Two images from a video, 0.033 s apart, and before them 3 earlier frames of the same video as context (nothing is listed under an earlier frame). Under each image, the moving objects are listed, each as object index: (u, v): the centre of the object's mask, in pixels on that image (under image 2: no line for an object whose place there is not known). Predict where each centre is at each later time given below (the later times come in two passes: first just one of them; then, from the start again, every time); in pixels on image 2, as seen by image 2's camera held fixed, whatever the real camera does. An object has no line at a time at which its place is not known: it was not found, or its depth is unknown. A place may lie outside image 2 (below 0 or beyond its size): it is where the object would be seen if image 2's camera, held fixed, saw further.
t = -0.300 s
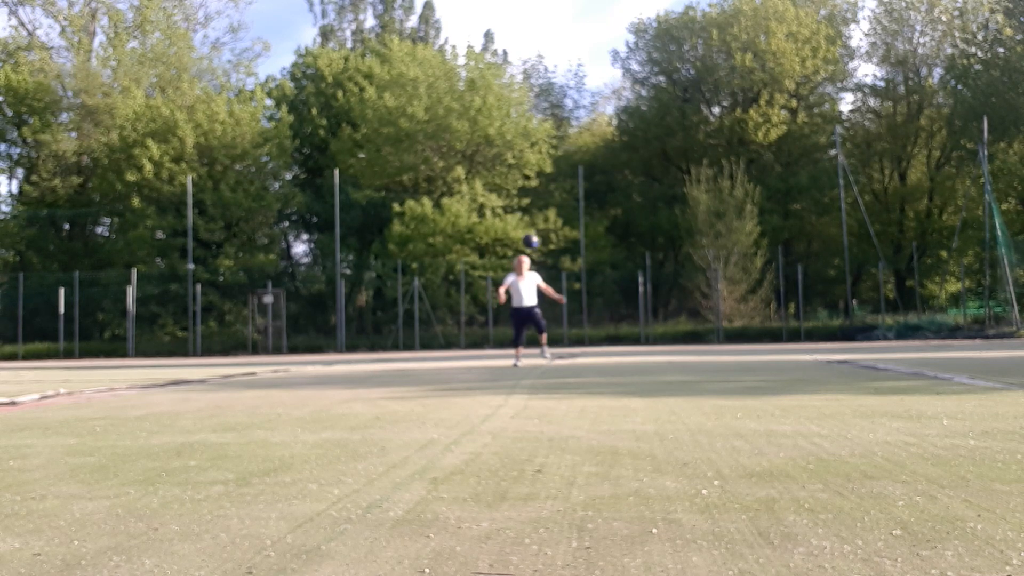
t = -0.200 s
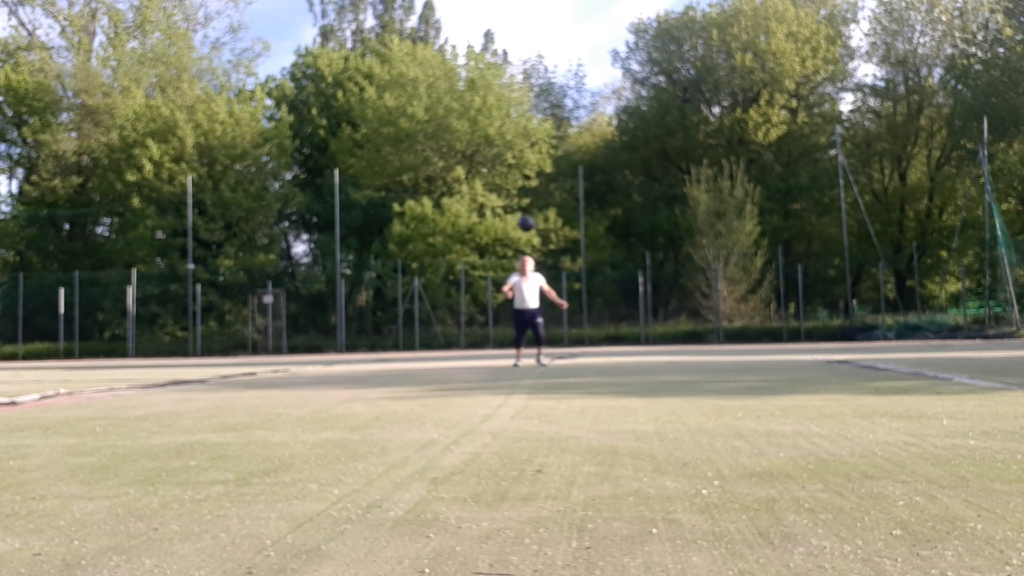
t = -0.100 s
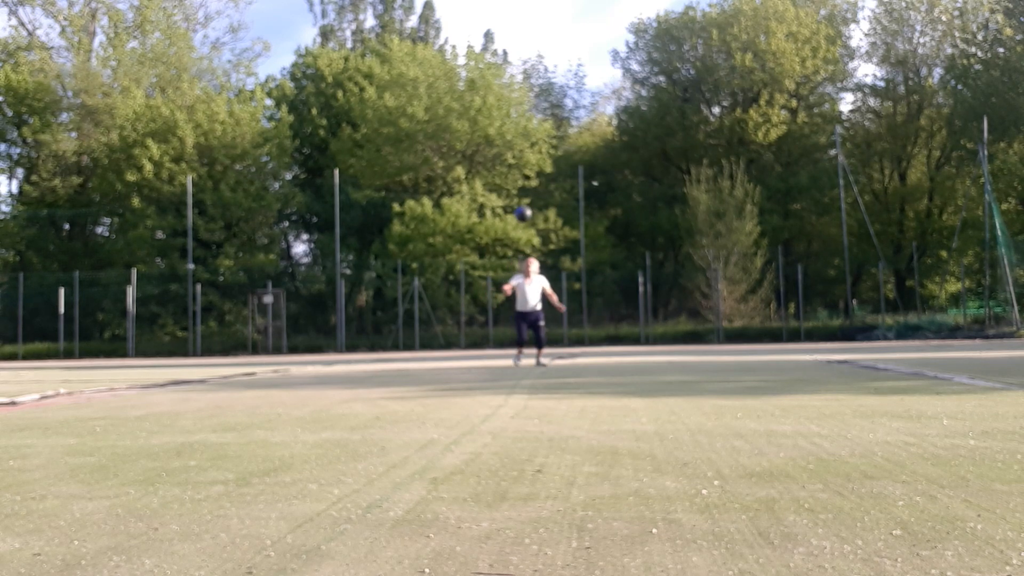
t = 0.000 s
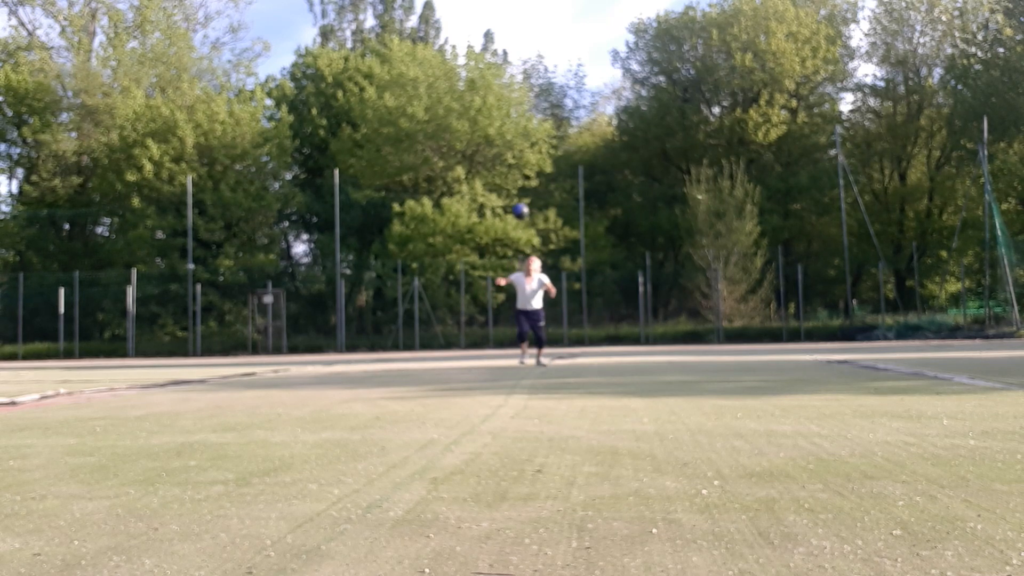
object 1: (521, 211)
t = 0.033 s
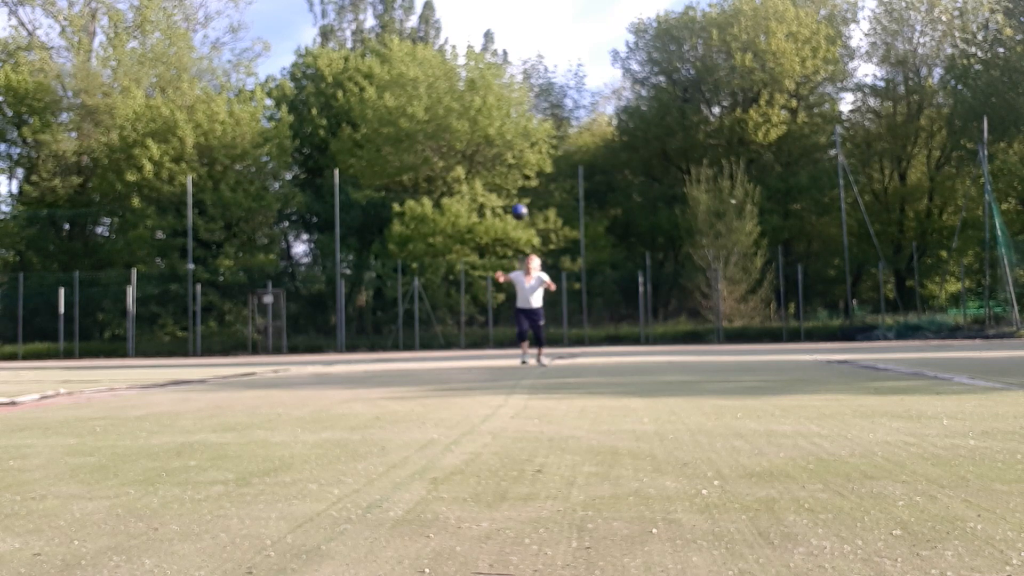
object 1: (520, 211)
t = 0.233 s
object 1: (514, 234)
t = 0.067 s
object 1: (519, 213)
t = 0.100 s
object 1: (518, 215)
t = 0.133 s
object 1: (517, 218)
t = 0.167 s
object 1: (516, 223)
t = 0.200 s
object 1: (514, 228)
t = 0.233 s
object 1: (514, 234)
